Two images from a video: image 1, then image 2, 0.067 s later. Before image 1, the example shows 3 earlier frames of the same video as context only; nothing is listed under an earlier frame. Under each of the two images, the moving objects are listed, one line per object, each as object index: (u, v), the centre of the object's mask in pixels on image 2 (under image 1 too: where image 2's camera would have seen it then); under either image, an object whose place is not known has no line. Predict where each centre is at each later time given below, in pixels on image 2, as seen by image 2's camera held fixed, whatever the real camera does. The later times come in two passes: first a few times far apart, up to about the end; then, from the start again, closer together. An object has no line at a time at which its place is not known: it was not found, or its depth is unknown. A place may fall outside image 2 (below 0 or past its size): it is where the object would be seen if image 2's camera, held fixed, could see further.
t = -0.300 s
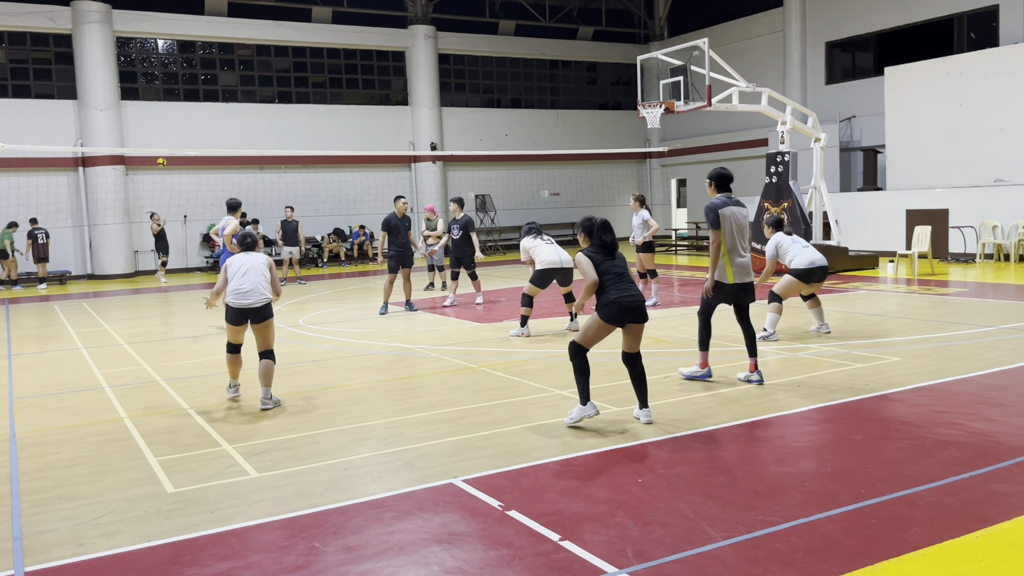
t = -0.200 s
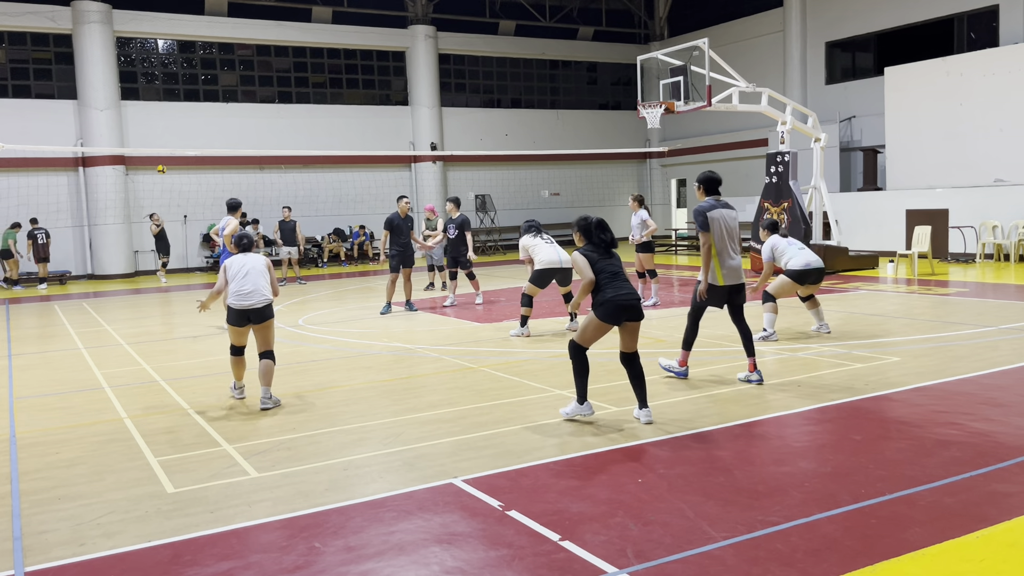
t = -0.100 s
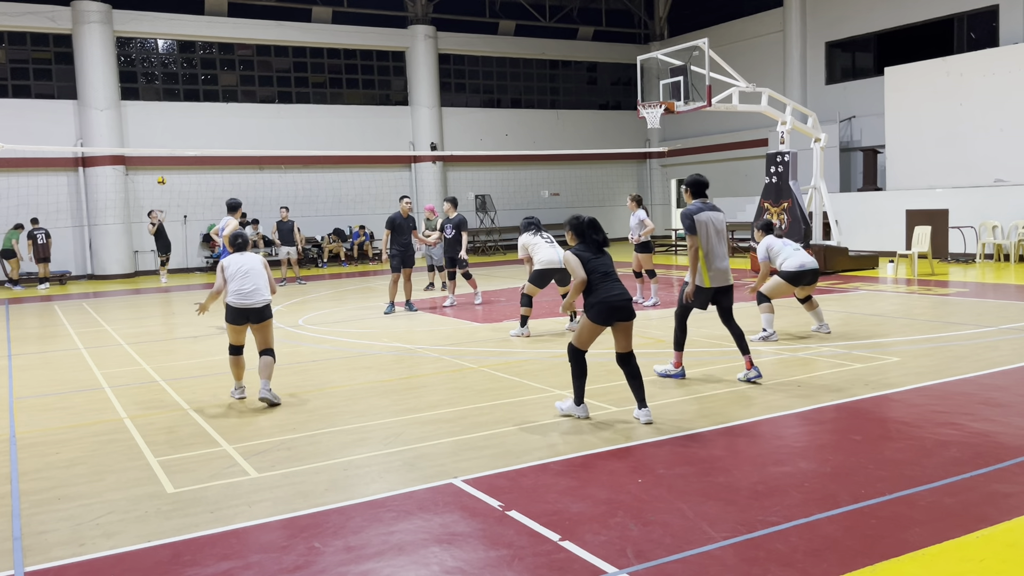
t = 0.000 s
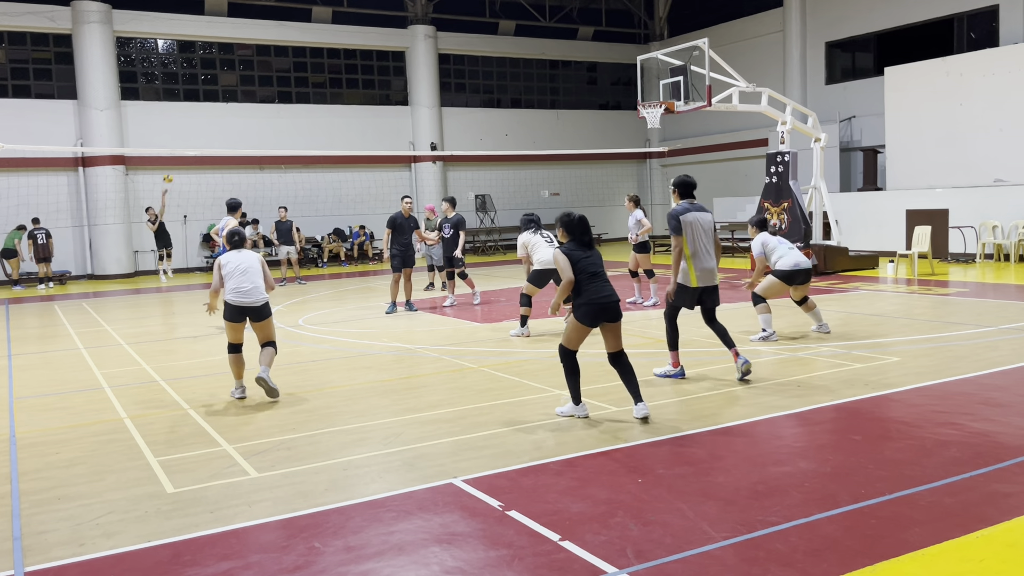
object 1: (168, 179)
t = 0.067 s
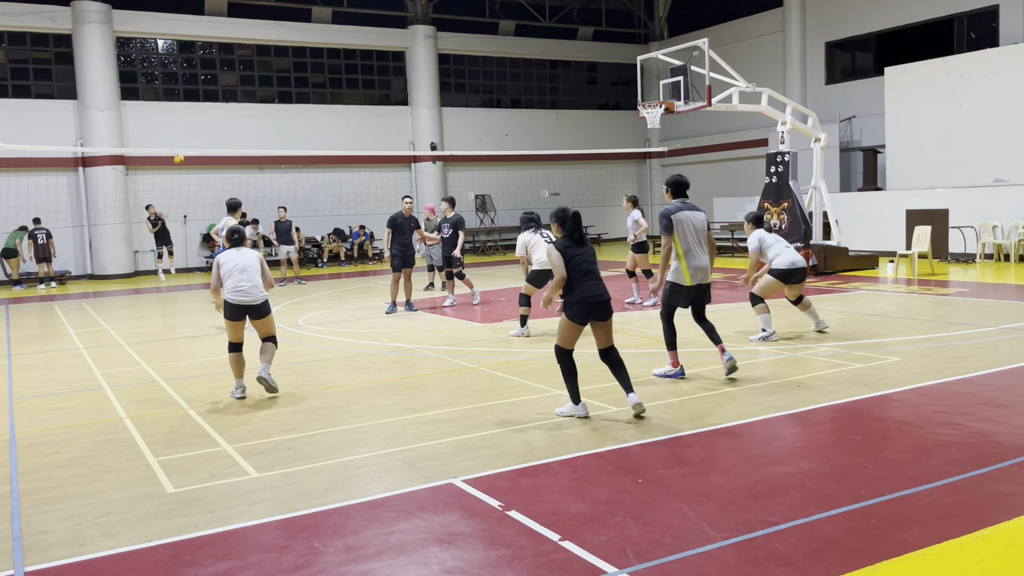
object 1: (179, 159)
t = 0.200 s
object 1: (203, 123)
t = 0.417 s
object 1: (252, 75)
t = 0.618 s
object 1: (305, 47)
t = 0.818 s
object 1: (368, 36)
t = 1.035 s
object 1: (451, 54)
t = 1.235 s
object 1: (541, 103)
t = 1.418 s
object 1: (639, 184)
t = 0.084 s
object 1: (182, 156)
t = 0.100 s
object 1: (184, 148)
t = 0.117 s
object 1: (188, 145)
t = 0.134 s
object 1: (191, 141)
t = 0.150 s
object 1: (194, 136)
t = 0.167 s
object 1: (197, 132)
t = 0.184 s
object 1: (200, 127)
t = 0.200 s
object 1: (203, 123)
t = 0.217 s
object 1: (206, 119)
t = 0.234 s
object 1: (210, 115)
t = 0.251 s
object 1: (214, 111)
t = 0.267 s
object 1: (217, 107)
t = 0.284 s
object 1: (221, 102)
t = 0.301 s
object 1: (224, 99)
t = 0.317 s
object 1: (228, 95)
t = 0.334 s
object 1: (232, 92)
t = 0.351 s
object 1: (236, 88)
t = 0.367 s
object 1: (240, 85)
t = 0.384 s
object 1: (244, 82)
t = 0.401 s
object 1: (248, 79)
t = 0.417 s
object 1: (252, 75)
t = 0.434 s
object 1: (256, 72)
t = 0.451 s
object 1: (260, 70)
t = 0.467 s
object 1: (264, 67)
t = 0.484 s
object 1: (269, 64)
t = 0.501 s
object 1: (273, 62)
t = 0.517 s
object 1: (277, 59)
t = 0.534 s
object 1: (282, 57)
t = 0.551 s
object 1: (286, 55)
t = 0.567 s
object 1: (291, 53)
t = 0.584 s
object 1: (295, 51)
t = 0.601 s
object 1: (300, 49)
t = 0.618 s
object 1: (305, 47)
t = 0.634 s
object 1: (310, 45)
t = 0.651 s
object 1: (314, 44)
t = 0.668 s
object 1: (319, 43)
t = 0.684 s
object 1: (324, 41)
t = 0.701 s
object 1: (330, 40)
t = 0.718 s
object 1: (335, 39)
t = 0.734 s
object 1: (340, 38)
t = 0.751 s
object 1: (346, 38)
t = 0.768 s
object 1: (351, 37)
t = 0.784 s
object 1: (357, 37)
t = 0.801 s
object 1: (362, 37)
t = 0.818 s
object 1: (368, 36)
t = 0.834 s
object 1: (374, 37)
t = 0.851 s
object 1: (380, 37)
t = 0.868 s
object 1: (386, 37)
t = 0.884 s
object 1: (392, 38)
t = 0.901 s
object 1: (399, 39)
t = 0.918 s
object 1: (405, 39)
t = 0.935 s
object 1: (411, 41)
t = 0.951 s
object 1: (417, 43)
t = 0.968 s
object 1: (424, 44)
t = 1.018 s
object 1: (444, 51)
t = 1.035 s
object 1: (451, 54)
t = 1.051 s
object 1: (458, 57)
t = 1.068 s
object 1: (465, 60)
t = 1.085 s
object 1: (472, 63)
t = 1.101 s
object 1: (480, 67)
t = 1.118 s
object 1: (487, 71)
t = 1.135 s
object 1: (495, 74)
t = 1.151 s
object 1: (502, 78)
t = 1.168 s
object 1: (510, 83)
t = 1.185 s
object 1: (517, 88)
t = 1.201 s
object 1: (525, 93)
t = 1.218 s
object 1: (533, 98)
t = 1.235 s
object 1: (541, 103)
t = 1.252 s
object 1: (550, 109)
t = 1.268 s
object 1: (558, 115)
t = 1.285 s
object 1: (566, 122)
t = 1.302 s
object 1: (575, 128)
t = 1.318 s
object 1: (584, 135)
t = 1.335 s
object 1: (593, 142)
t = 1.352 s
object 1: (602, 150)
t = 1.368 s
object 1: (611, 158)
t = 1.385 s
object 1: (620, 166)
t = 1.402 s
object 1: (630, 175)
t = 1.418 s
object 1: (639, 184)
